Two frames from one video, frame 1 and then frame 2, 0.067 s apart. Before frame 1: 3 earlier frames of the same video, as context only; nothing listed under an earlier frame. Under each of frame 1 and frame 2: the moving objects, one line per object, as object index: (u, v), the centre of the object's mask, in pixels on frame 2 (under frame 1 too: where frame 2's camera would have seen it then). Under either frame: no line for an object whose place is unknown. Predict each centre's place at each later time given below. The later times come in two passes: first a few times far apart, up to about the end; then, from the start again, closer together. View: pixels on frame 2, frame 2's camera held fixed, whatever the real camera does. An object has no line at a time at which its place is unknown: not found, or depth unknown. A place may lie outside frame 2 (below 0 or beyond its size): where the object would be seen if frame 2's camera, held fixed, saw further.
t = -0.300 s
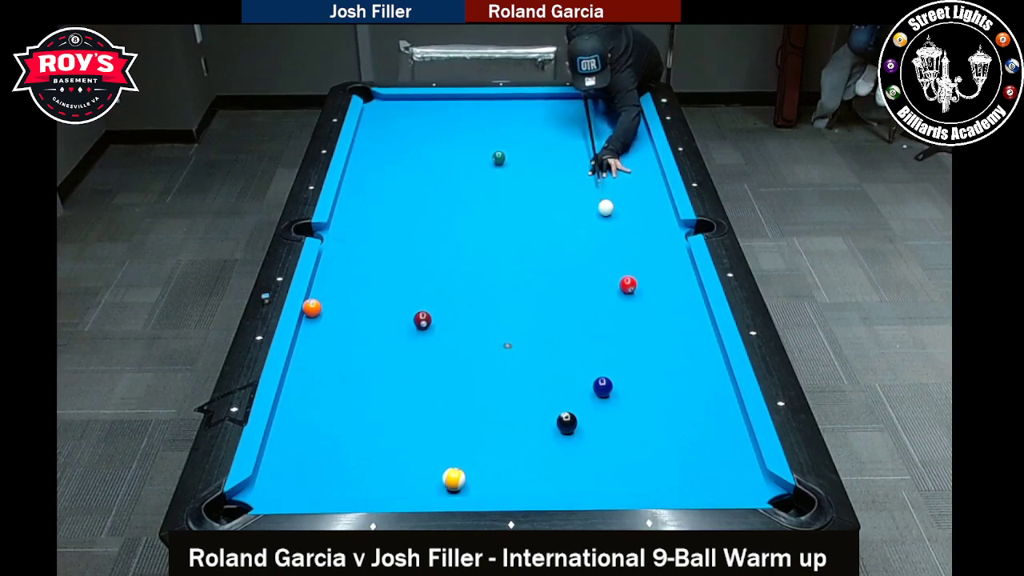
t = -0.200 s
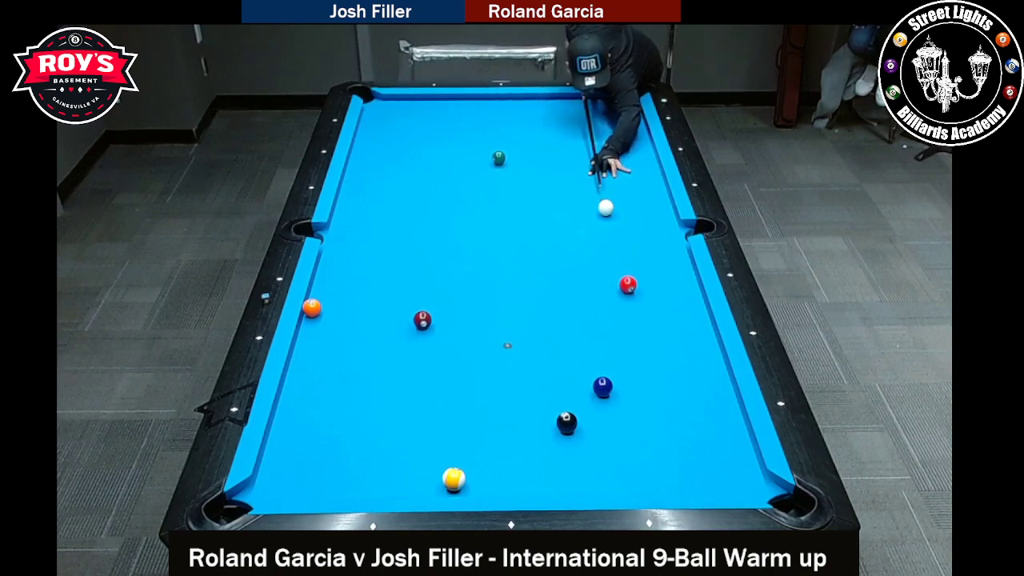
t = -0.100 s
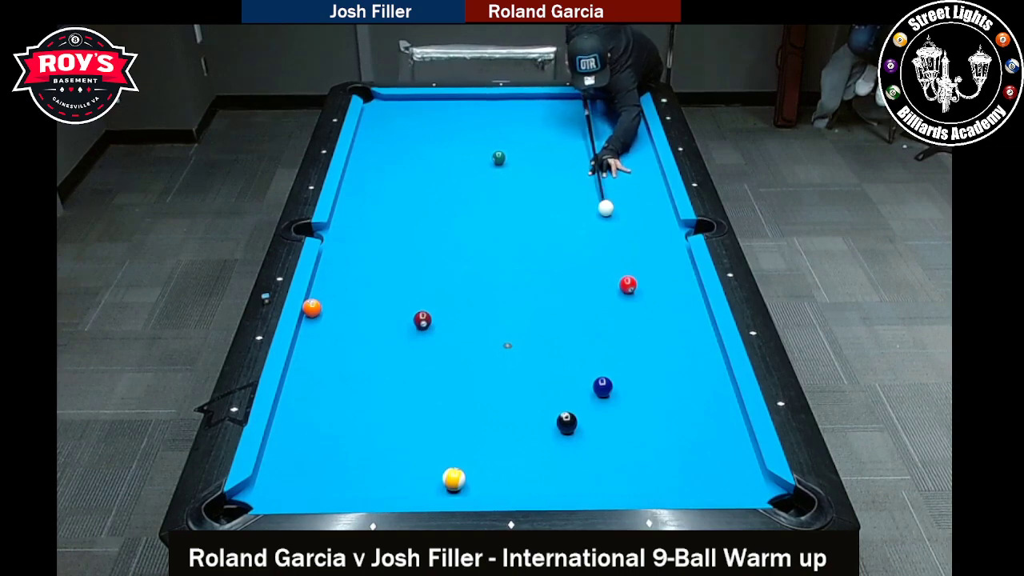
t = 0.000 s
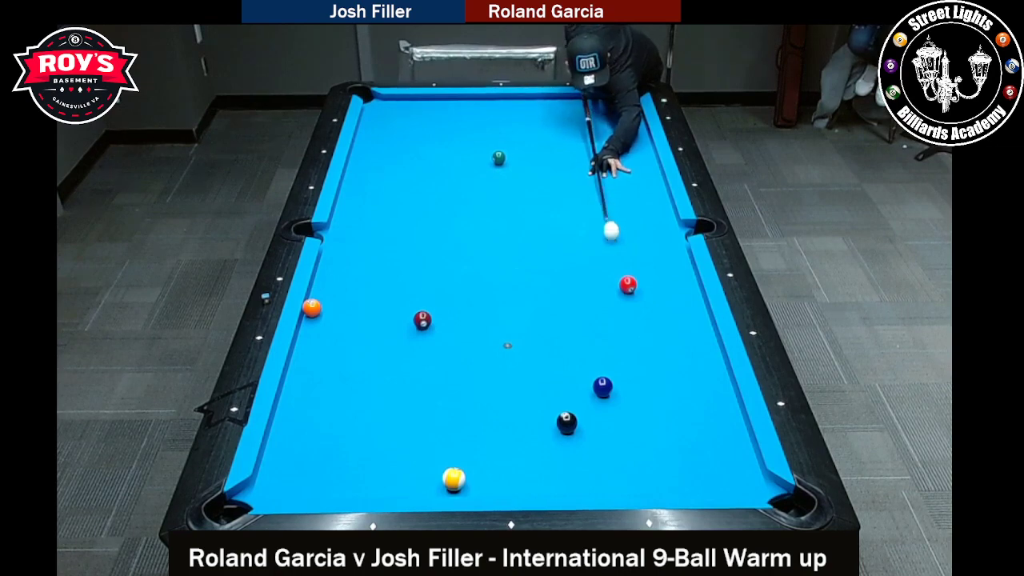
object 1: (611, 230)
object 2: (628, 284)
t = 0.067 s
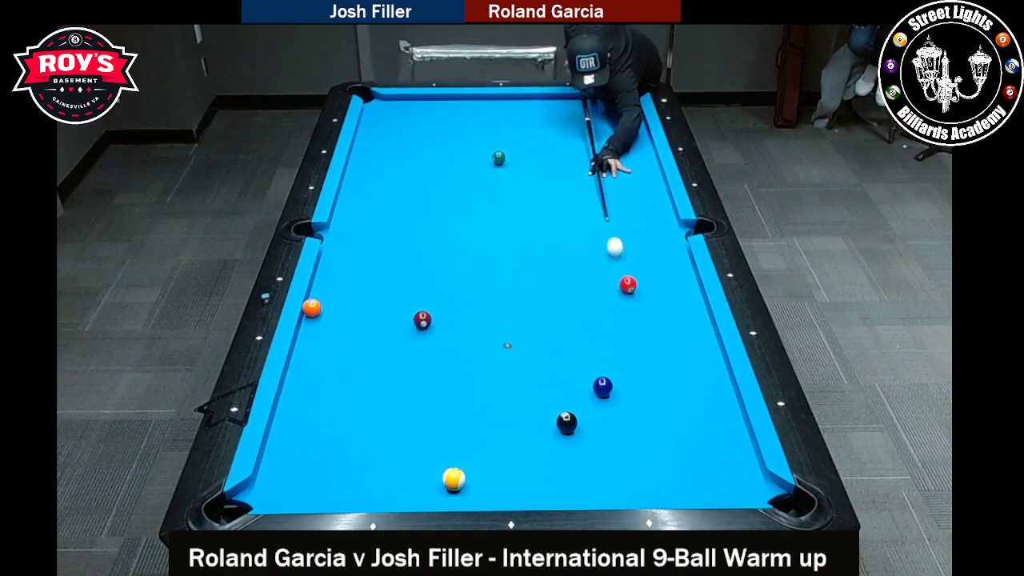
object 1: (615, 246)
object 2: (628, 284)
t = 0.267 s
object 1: (617, 277)
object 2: (635, 295)
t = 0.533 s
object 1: (602, 288)
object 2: (659, 329)
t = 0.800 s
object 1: (589, 298)
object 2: (684, 364)
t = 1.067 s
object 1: (575, 308)
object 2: (710, 402)
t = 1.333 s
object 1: (563, 317)
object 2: (739, 443)
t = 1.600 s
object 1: (551, 326)
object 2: (755, 483)
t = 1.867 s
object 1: (540, 334)
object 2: (768, 488)
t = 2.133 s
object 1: (531, 342)
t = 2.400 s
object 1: (522, 349)
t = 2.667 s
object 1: (514, 355)
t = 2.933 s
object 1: (507, 361)
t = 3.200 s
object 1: (502, 365)
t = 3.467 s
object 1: (497, 369)
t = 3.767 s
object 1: (494, 372)
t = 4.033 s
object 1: (492, 374)
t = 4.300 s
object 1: (492, 374)
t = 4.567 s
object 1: (492, 374)
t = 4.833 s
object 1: (492, 374)
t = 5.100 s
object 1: (492, 374)
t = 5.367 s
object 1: (492, 374)
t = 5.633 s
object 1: (492, 374)
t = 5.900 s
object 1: (492, 374)
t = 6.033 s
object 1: (492, 374)
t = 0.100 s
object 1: (616, 254)
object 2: (628, 284)
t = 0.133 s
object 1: (618, 261)
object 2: (628, 284)
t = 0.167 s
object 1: (619, 268)
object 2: (628, 284)
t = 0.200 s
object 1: (620, 273)
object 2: (628, 285)
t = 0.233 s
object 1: (619, 276)
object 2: (632, 289)
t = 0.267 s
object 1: (617, 277)
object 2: (635, 295)
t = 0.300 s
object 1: (615, 278)
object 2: (639, 299)
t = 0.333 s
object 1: (613, 279)
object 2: (642, 304)
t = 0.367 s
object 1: (611, 281)
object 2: (645, 308)
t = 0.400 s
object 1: (609, 282)
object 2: (647, 312)
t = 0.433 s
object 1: (608, 283)
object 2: (651, 316)
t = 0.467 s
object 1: (606, 285)
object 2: (653, 320)
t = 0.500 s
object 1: (604, 286)
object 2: (656, 325)
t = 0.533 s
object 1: (602, 288)
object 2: (659, 329)
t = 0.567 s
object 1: (601, 289)
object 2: (662, 333)
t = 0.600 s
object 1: (599, 290)
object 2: (665, 338)
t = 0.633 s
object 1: (597, 292)
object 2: (668, 342)
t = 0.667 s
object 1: (595, 293)
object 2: (671, 346)
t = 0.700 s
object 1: (594, 294)
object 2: (674, 351)
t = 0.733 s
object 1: (592, 295)
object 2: (678, 355)
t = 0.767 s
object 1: (590, 297)
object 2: (681, 360)
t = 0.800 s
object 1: (589, 298)
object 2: (684, 364)
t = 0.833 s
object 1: (587, 299)
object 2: (687, 369)
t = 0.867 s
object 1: (585, 300)
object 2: (690, 373)
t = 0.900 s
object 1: (583, 302)
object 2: (693, 378)
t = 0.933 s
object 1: (582, 303)
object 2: (697, 382)
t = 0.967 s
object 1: (580, 304)
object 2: (700, 387)
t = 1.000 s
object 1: (579, 305)
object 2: (703, 392)
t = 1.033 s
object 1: (577, 307)
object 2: (707, 397)
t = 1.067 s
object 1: (575, 308)
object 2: (710, 402)
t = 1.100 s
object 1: (574, 309)
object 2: (714, 407)
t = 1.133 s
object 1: (572, 310)
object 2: (717, 412)
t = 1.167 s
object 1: (571, 312)
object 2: (720, 417)
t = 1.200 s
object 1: (569, 313)
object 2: (724, 422)
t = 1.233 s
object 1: (567, 314)
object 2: (728, 427)
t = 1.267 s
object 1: (566, 315)
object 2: (731, 432)
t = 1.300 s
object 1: (564, 316)
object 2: (735, 437)
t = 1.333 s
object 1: (563, 317)
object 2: (739, 443)
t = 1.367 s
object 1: (561, 318)
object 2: (743, 448)
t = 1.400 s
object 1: (560, 319)
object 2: (746, 453)
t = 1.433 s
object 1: (558, 321)
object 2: (750, 459)
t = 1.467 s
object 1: (557, 322)
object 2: (754, 464)
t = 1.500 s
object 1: (556, 323)
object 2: (754, 469)
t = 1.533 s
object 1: (554, 324)
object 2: (755, 473)
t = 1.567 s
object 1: (553, 325)
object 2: (755, 478)
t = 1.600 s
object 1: (551, 326)
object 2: (755, 483)
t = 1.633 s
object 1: (550, 327)
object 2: (756, 486)
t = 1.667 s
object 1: (548, 328)
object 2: (756, 489)
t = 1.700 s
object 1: (547, 329)
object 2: (758, 491)
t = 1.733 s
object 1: (546, 330)
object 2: (760, 490)
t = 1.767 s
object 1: (544, 331)
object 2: (762, 490)
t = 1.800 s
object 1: (543, 332)
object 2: (764, 490)
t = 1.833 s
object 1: (542, 333)
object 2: (765, 489)
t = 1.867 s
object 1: (540, 334)
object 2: (768, 488)
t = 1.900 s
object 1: (539, 336)
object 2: (770, 487)
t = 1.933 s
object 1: (538, 336)
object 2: (772, 486)
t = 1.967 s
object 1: (536, 337)
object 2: (774, 486)
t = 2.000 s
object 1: (535, 339)
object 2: (774, 486)
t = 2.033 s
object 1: (534, 339)
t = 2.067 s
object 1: (533, 340)
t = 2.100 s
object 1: (532, 341)
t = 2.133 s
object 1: (531, 342)
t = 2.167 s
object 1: (529, 343)
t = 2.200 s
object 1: (528, 344)
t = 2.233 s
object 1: (527, 345)
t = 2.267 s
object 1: (526, 346)
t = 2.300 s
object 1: (525, 346)
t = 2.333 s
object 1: (524, 347)
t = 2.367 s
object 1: (523, 348)
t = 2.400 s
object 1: (522, 349)
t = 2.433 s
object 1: (521, 350)
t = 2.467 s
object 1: (520, 351)
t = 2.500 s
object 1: (519, 351)
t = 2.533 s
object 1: (518, 352)
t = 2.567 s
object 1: (517, 353)
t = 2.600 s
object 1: (516, 354)
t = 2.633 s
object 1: (515, 354)
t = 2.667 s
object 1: (514, 355)
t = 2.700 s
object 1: (513, 356)
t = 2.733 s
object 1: (512, 357)
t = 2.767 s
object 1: (511, 357)
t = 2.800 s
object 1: (511, 358)
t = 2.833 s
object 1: (510, 359)
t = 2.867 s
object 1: (509, 359)
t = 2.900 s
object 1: (508, 360)
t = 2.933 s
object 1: (507, 361)
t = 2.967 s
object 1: (506, 361)
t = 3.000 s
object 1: (506, 362)
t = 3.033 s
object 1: (505, 363)
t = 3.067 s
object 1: (504, 363)
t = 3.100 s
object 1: (504, 364)
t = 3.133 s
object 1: (503, 364)
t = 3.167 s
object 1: (503, 364)
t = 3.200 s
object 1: (502, 365)
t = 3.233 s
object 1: (501, 366)
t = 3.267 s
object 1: (501, 366)
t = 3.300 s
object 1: (500, 367)
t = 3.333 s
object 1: (499, 367)
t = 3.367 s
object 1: (499, 368)
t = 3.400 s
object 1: (498, 368)
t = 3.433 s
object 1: (498, 369)
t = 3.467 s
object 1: (497, 369)
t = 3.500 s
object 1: (497, 369)
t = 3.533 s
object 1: (496, 370)
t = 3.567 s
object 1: (496, 370)
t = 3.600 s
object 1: (496, 371)
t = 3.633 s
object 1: (495, 371)
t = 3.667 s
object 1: (495, 371)
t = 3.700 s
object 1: (495, 372)
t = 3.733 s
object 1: (494, 372)
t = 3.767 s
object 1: (494, 372)
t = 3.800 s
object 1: (493, 372)
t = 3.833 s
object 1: (493, 373)
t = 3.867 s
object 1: (493, 373)
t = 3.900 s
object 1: (493, 373)
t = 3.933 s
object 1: (492, 373)
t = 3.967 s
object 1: (492, 373)
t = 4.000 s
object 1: (492, 374)
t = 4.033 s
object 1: (492, 374)
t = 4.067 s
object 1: (492, 374)
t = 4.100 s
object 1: (492, 374)
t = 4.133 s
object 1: (492, 374)
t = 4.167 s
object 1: (492, 374)
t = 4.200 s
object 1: (492, 374)
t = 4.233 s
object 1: (492, 374)
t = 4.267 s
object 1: (492, 374)
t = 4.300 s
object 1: (492, 374)
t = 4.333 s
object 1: (492, 374)
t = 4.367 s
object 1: (492, 374)
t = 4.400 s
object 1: (492, 374)
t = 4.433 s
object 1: (492, 374)
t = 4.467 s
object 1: (492, 374)
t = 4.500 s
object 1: (492, 374)
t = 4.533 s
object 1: (492, 374)
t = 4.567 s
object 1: (492, 374)
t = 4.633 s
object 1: (492, 374)
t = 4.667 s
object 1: (492, 374)
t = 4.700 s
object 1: (492, 374)
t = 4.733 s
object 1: (492, 374)
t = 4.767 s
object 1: (492, 374)
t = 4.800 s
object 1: (492, 374)
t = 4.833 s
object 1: (492, 374)
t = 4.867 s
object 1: (492, 374)
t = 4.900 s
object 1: (492, 374)
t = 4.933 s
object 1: (492, 374)
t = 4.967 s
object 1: (492, 374)
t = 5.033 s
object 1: (492, 374)
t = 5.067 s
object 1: (492, 374)
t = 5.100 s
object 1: (492, 374)
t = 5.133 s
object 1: (492, 374)
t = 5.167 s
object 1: (492, 374)
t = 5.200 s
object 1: (492, 374)
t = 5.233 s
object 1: (492, 374)
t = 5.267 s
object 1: (492, 374)
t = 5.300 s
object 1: (492, 374)
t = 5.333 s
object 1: (492, 374)
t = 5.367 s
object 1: (492, 374)
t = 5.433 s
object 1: (492, 374)
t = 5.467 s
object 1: (492, 374)
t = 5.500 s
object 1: (492, 374)
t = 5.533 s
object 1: (492, 374)
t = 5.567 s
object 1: (492, 374)
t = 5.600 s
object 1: (492, 374)
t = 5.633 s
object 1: (492, 374)
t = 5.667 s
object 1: (492, 374)
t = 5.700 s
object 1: (492, 374)
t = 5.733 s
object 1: (492, 374)
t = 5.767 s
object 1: (492, 374)
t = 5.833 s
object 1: (492, 374)
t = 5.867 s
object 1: (492, 374)
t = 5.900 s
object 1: (492, 374)
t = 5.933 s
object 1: (492, 374)
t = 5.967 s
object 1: (492, 374)
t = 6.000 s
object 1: (492, 374)
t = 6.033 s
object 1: (492, 374)
